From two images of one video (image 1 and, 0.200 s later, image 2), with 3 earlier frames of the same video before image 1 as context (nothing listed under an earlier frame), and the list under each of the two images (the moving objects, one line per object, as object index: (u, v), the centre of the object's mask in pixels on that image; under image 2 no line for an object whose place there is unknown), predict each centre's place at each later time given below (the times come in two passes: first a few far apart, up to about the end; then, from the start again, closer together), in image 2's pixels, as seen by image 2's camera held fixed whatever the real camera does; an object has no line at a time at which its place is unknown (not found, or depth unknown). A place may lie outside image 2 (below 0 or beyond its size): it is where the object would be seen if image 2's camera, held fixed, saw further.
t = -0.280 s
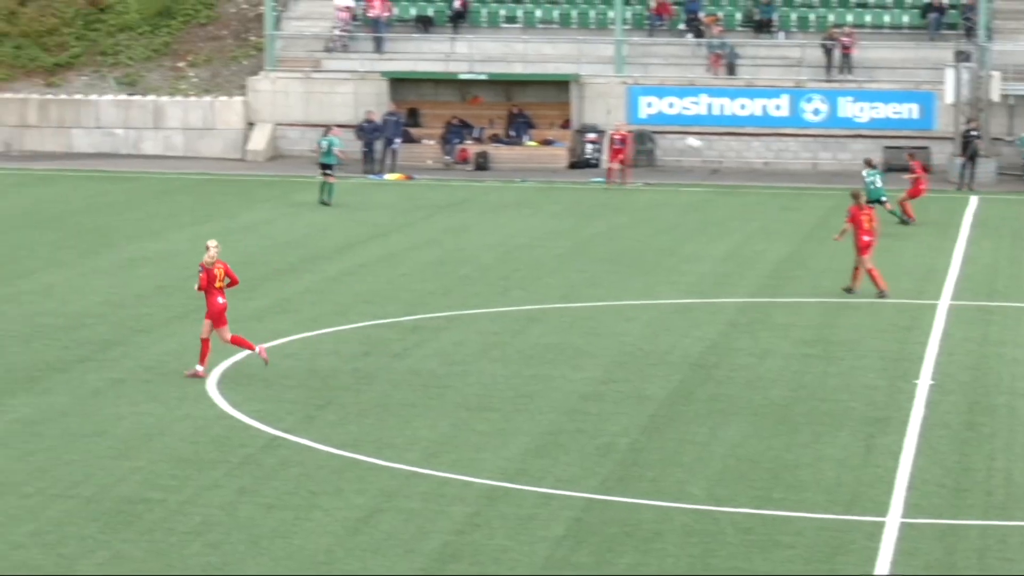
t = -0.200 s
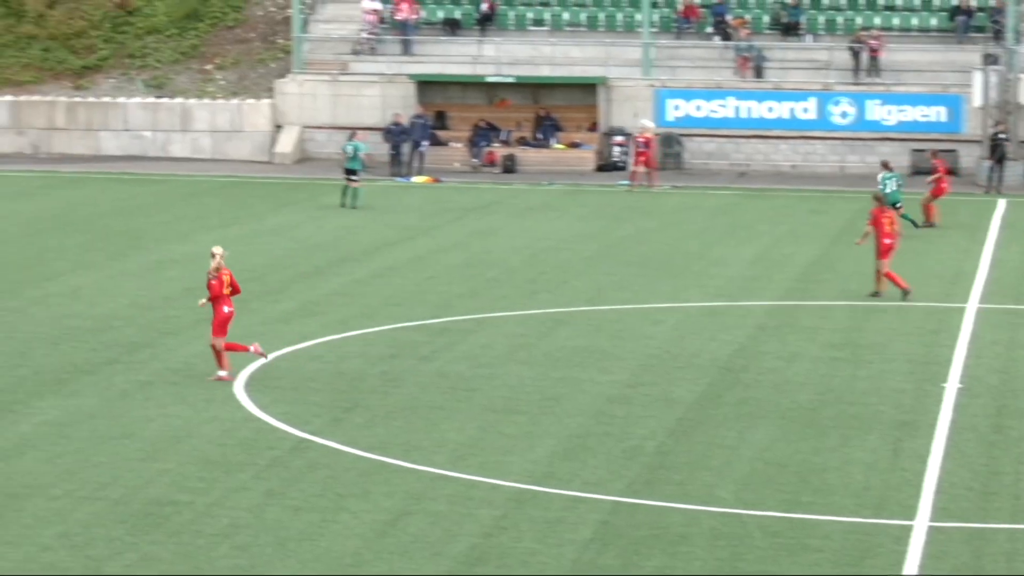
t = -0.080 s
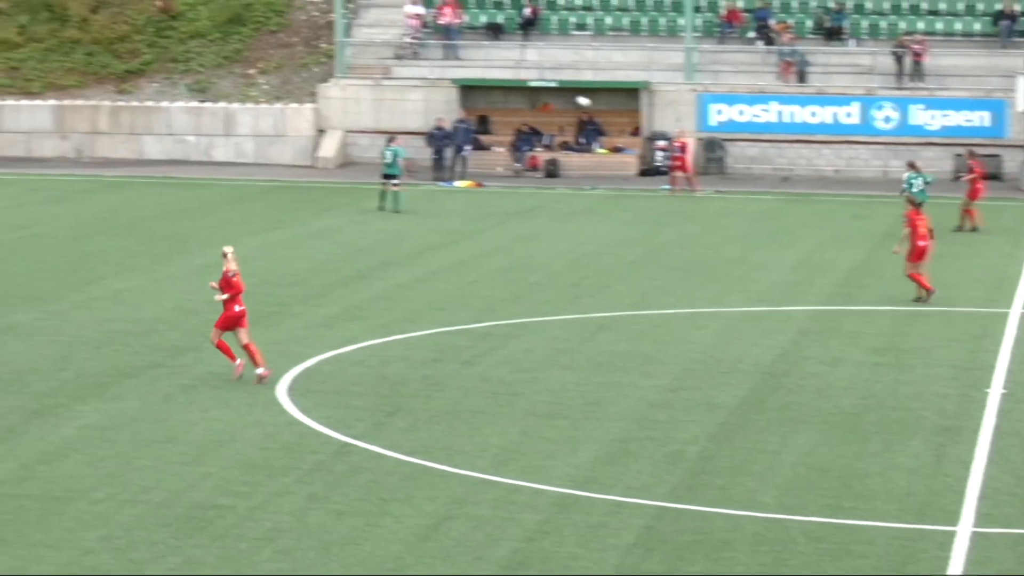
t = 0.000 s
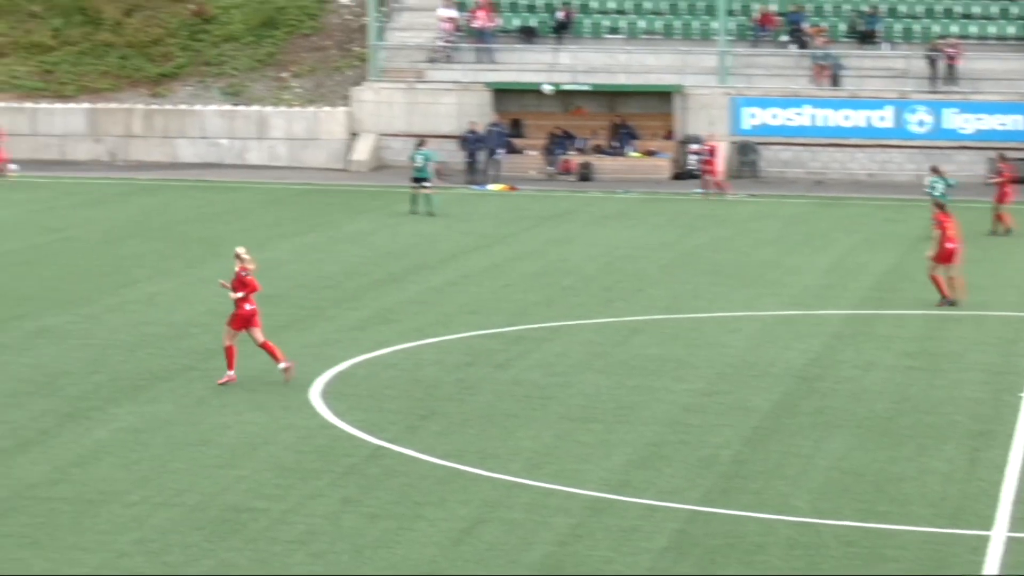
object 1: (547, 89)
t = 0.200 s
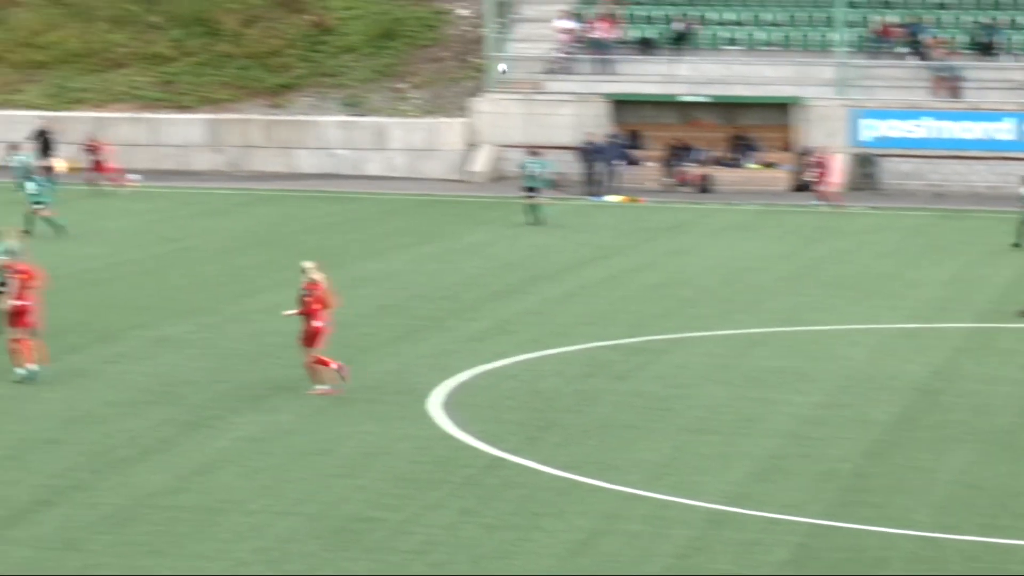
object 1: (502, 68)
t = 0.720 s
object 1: (124, 44)
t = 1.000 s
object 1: (-73, 65)
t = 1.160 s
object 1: (-186, 88)
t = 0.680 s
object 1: (153, 44)
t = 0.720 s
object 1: (124, 44)
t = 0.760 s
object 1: (96, 45)
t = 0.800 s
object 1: (67, 48)
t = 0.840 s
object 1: (40, 50)
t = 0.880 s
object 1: (11, 53)
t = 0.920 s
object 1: (-17, 56)
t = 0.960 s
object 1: (-45, 60)
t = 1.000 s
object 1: (-73, 65)
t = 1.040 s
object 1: (-102, 70)
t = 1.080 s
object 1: (-130, 75)
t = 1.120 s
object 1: (-158, 81)
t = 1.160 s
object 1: (-186, 88)
